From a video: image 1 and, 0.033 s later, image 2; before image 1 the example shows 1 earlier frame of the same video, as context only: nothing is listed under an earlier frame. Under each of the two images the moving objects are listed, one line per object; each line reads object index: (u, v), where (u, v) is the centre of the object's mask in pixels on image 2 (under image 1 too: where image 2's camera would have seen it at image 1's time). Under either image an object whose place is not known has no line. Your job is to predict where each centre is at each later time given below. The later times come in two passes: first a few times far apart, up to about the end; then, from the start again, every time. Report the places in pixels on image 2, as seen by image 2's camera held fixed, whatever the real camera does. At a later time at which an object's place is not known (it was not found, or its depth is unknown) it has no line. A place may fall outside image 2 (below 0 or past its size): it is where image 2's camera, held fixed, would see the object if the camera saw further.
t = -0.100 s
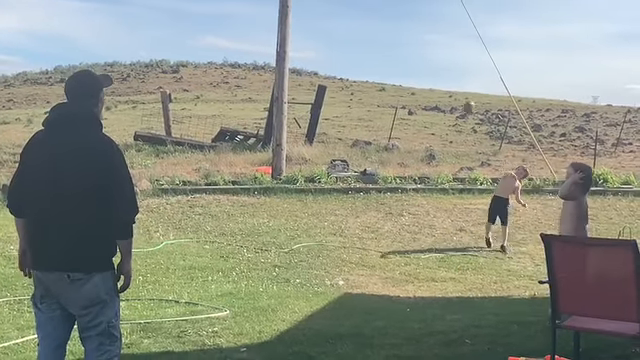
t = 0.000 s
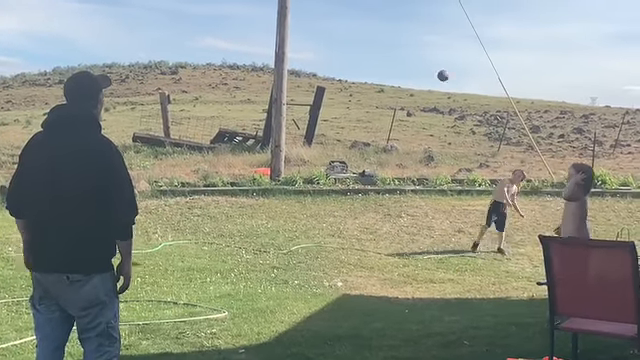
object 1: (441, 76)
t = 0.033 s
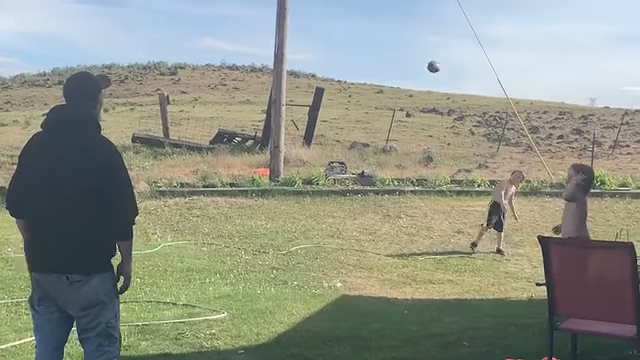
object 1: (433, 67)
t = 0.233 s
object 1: (372, 22)
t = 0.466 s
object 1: (281, 9)
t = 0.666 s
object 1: (167, 47)
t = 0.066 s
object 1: (424, 57)
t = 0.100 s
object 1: (414, 48)
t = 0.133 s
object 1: (405, 41)
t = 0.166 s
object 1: (394, 34)
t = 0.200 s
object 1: (383, 28)
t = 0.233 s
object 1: (372, 22)
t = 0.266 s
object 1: (361, 17)
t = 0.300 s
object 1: (348, 13)
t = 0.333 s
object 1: (337, 11)
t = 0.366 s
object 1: (325, 9)
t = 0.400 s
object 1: (311, 8)
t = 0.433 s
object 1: (296, 8)
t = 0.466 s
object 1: (281, 9)
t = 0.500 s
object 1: (263, 12)
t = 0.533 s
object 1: (246, 16)
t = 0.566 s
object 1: (228, 22)
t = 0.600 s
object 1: (209, 28)
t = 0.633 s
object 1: (188, 36)
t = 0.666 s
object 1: (167, 47)
